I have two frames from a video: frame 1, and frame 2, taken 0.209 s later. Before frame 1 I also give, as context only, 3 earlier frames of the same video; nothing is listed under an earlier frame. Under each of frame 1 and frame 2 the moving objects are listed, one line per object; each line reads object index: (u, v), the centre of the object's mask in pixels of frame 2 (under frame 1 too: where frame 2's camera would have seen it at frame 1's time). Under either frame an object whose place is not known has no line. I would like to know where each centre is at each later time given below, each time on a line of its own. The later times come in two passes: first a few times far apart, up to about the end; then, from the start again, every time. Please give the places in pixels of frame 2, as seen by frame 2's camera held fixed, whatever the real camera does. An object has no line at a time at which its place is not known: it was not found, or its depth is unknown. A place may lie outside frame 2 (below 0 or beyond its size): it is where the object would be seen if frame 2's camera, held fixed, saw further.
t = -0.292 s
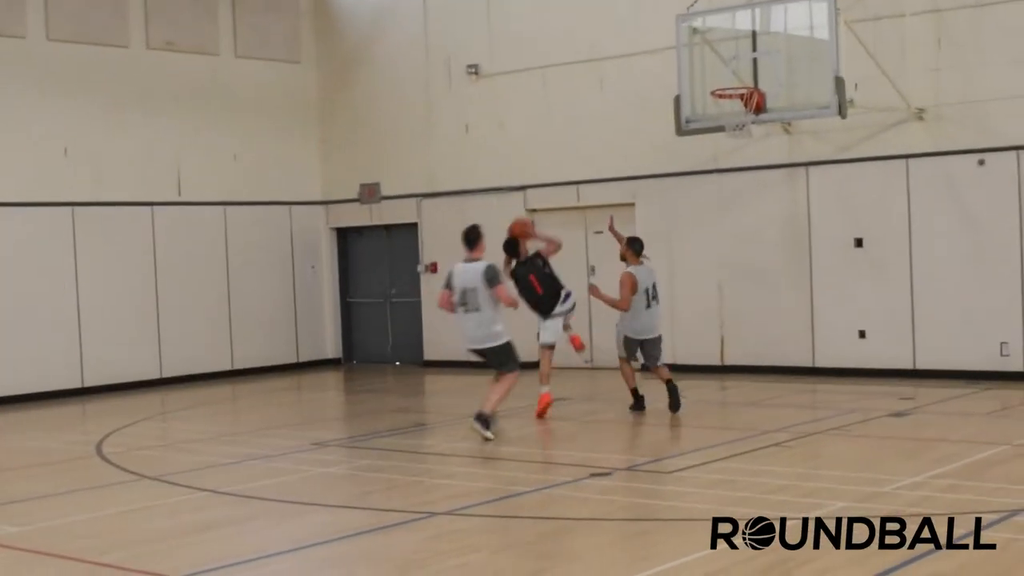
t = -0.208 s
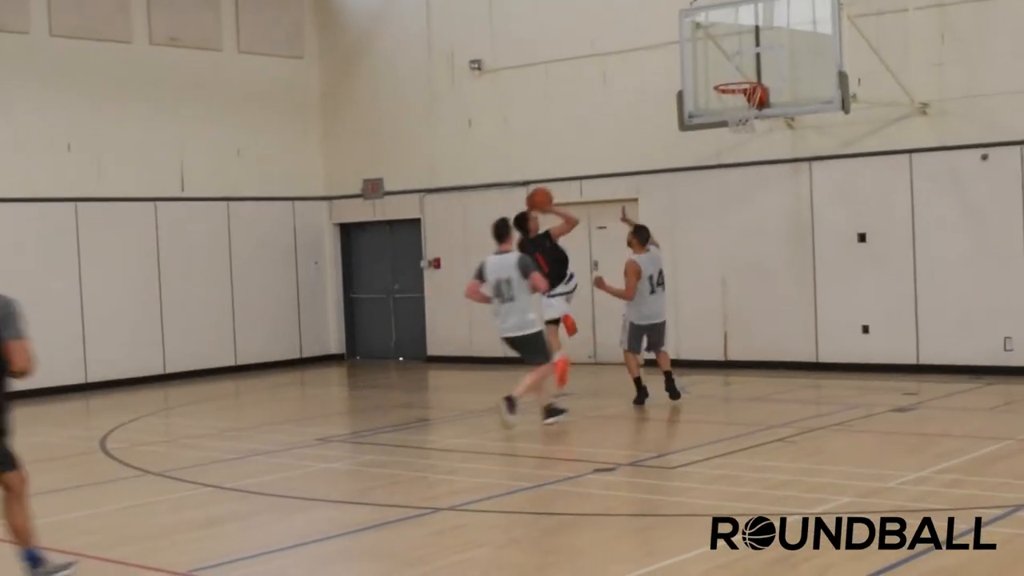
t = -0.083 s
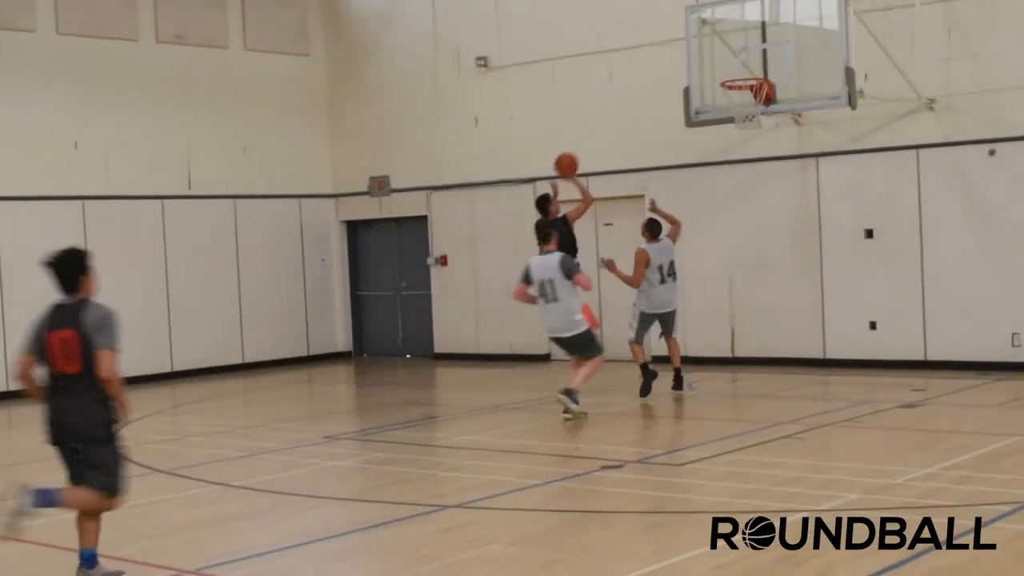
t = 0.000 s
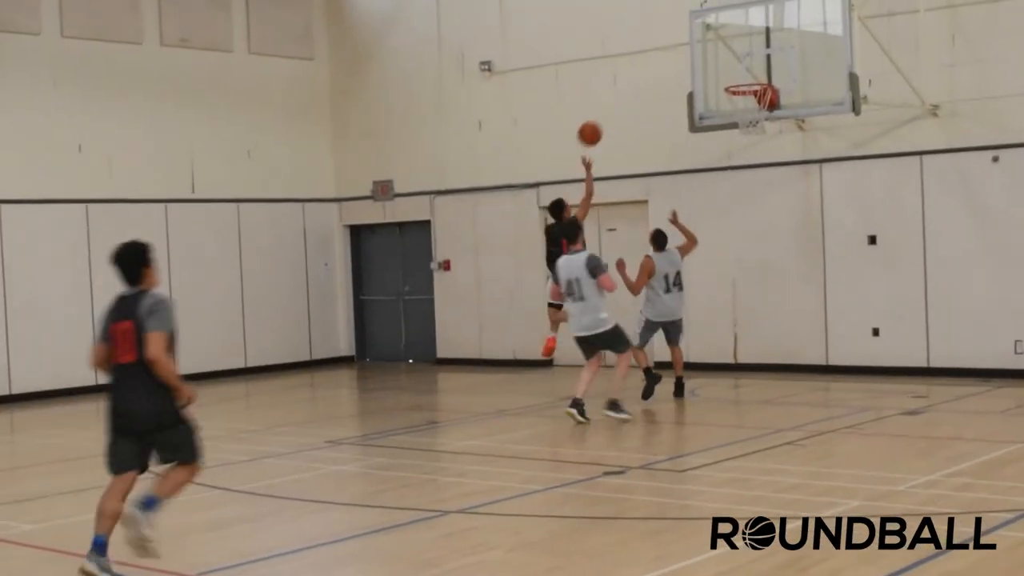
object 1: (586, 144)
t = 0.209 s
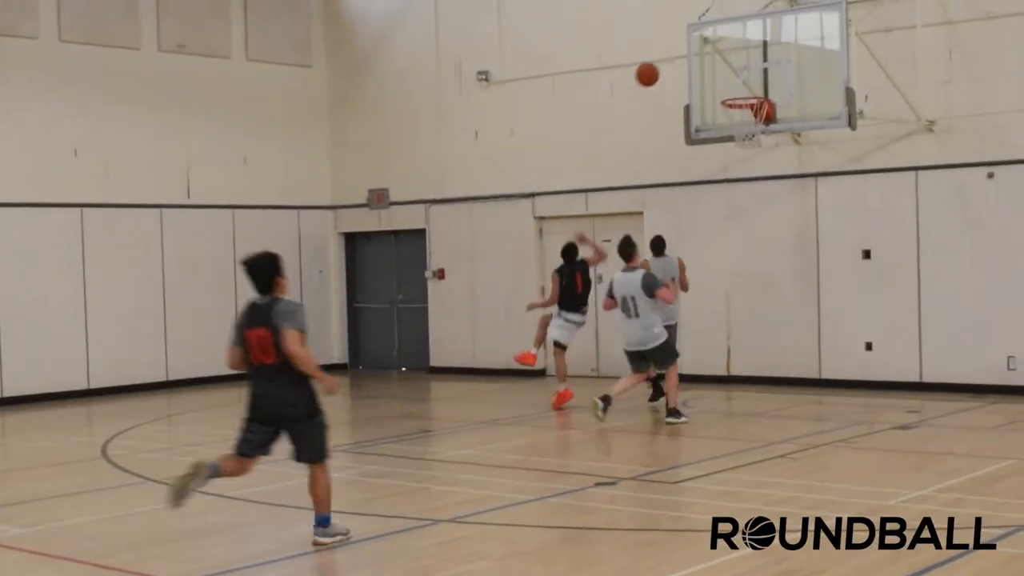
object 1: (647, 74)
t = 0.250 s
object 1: (656, 68)
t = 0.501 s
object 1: (726, 55)
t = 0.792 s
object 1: (745, 100)
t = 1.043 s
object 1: (728, 121)
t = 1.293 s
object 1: (747, 135)
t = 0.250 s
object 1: (656, 68)
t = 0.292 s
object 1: (670, 61)
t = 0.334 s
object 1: (679, 57)
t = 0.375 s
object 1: (693, 54)
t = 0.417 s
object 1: (702, 52)
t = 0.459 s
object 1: (717, 53)
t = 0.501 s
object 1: (726, 55)
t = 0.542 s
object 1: (739, 60)
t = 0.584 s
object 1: (749, 64)
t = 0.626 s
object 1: (753, 70)
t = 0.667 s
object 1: (752, 75)
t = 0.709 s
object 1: (751, 84)
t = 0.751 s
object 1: (750, 91)
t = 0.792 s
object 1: (745, 100)
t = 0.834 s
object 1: (740, 106)
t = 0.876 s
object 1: (732, 115)
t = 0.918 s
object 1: (729, 118)
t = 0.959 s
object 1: (728, 121)
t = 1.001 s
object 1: (727, 121)
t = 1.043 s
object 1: (728, 121)
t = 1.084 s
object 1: (730, 122)
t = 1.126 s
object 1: (733, 124)
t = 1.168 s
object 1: (735, 126)
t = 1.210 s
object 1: (740, 130)
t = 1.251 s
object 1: (743, 131)
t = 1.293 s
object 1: (747, 135)
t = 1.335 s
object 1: (750, 138)
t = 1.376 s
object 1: (754, 147)
